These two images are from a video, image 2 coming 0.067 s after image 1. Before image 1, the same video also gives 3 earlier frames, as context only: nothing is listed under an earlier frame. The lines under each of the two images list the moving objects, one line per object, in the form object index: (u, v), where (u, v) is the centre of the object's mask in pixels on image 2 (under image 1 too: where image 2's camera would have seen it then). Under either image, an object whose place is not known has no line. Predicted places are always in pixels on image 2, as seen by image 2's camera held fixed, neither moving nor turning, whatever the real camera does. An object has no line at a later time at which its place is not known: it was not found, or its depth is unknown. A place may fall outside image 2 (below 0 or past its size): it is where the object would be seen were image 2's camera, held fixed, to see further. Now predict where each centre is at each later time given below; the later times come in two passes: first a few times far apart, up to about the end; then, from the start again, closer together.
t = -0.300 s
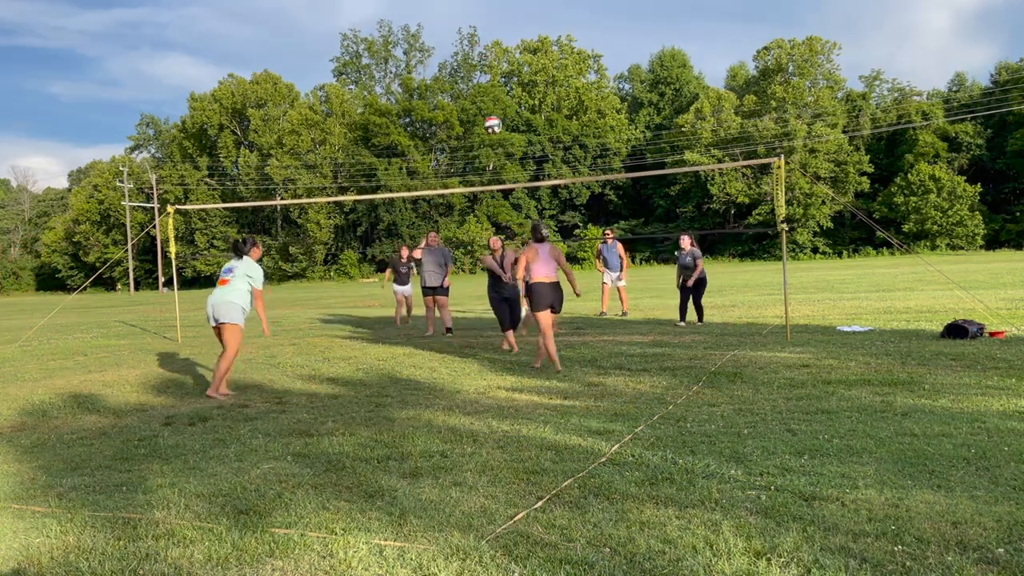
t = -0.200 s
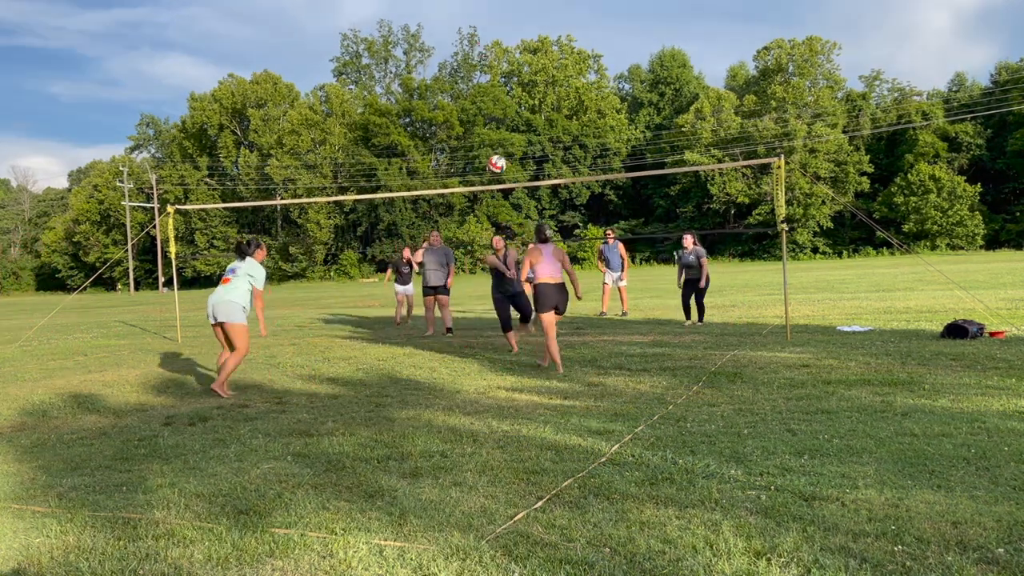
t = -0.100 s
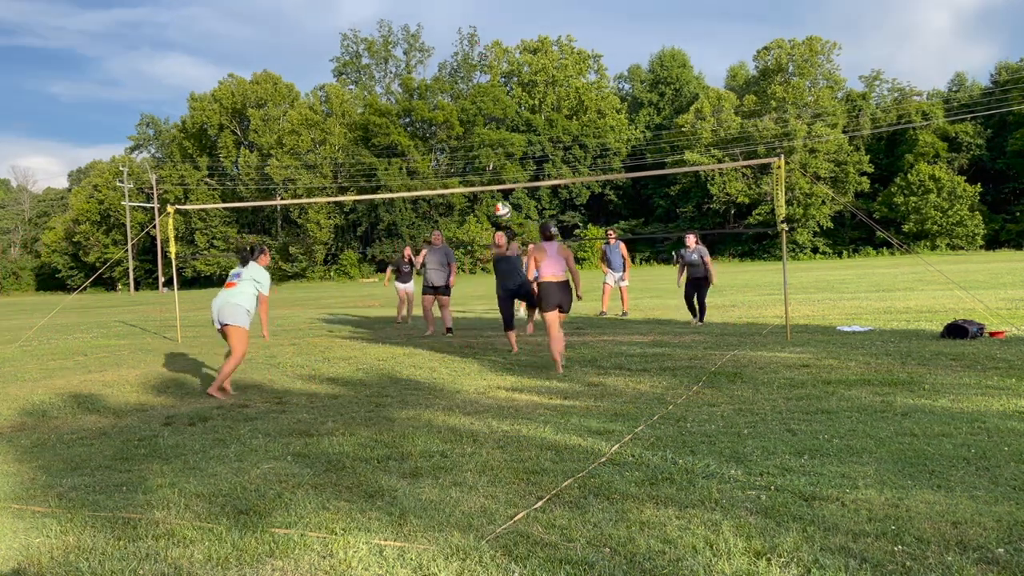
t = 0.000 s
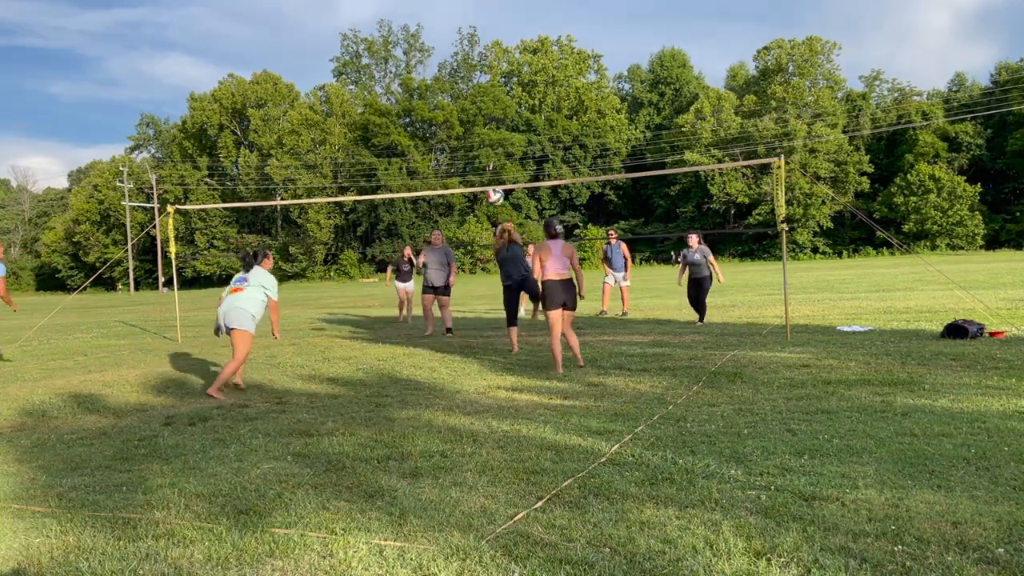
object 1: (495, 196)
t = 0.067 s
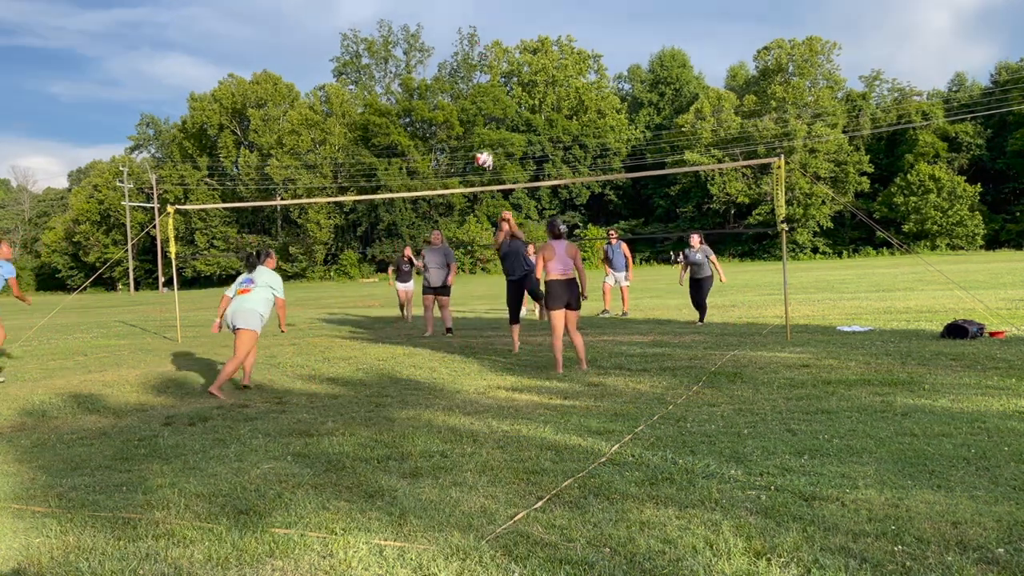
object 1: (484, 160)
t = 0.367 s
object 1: (443, 43)
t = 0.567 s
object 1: (422, 11)
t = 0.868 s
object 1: (399, 28)
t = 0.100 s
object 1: (479, 142)
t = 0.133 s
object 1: (474, 126)
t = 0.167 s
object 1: (469, 111)
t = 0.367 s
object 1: (443, 43)
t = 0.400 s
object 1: (439, 35)
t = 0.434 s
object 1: (435, 28)
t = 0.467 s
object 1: (432, 23)
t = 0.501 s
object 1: (429, 18)
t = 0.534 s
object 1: (425, 14)
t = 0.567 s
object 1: (422, 11)
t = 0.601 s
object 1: (419, 9)
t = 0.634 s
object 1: (416, 9)
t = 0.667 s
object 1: (413, 9)
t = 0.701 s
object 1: (410, 10)
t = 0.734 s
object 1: (408, 11)
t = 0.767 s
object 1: (405, 14)
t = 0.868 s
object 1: (399, 28)
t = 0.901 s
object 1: (397, 33)
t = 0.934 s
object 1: (395, 41)
